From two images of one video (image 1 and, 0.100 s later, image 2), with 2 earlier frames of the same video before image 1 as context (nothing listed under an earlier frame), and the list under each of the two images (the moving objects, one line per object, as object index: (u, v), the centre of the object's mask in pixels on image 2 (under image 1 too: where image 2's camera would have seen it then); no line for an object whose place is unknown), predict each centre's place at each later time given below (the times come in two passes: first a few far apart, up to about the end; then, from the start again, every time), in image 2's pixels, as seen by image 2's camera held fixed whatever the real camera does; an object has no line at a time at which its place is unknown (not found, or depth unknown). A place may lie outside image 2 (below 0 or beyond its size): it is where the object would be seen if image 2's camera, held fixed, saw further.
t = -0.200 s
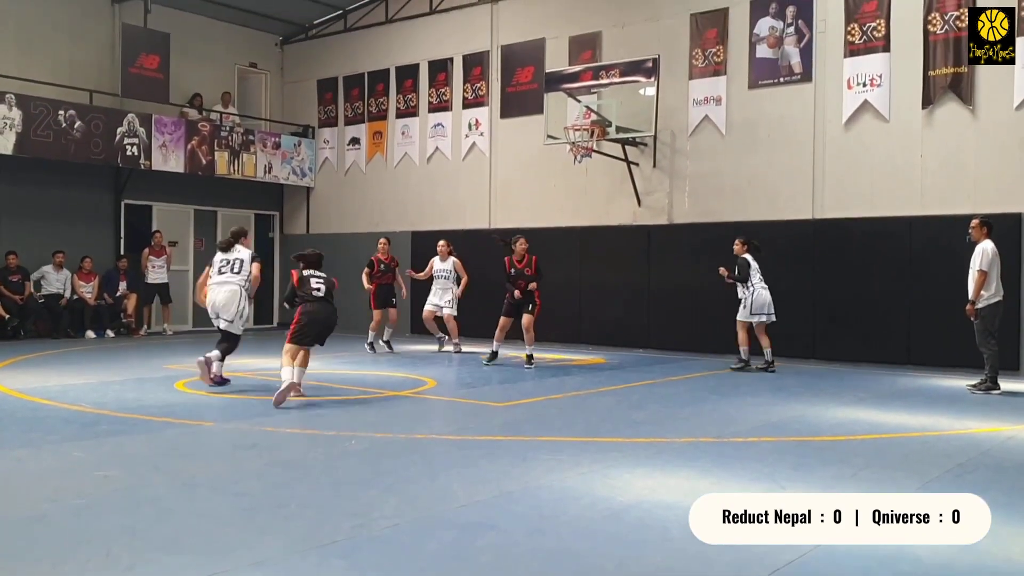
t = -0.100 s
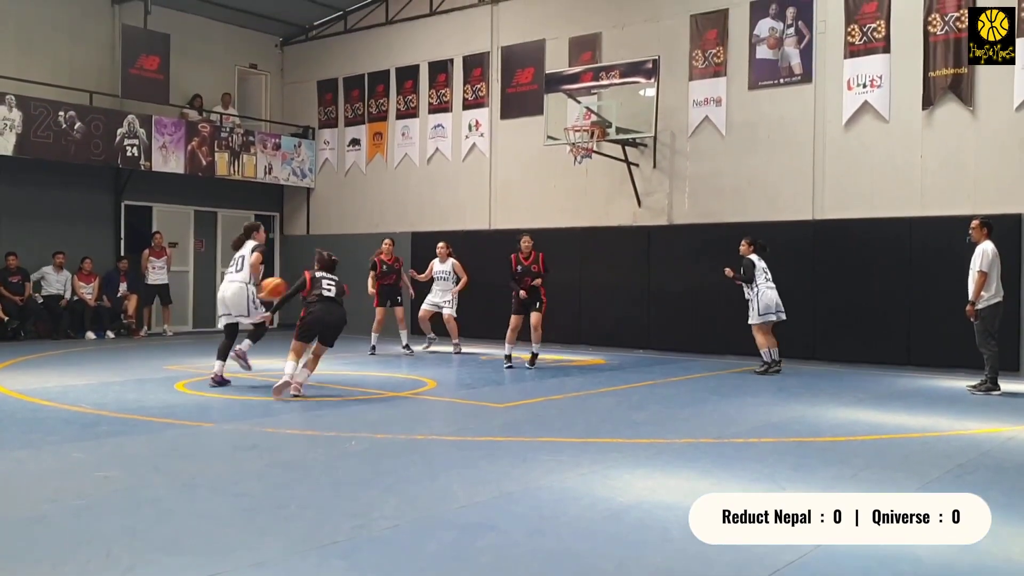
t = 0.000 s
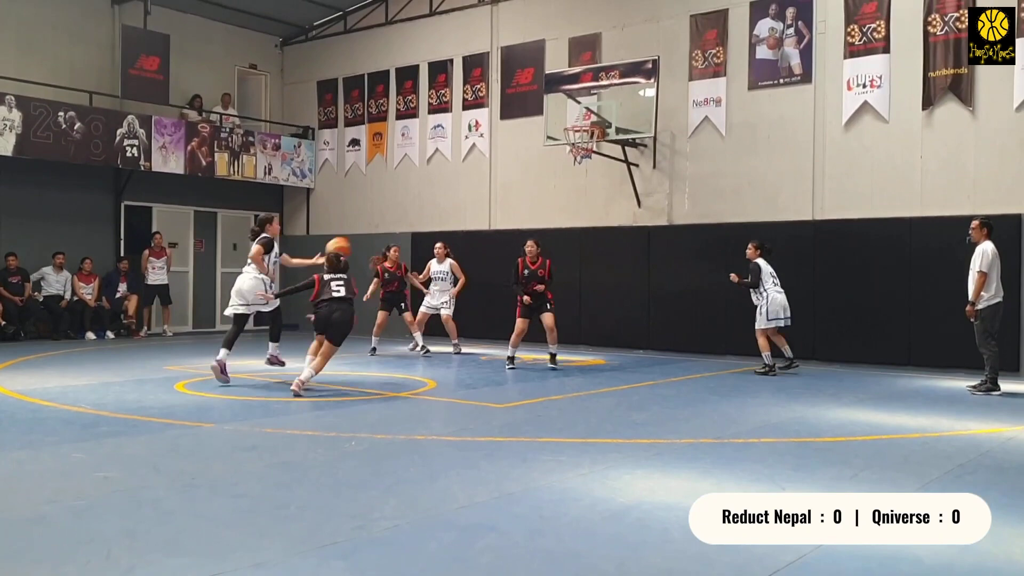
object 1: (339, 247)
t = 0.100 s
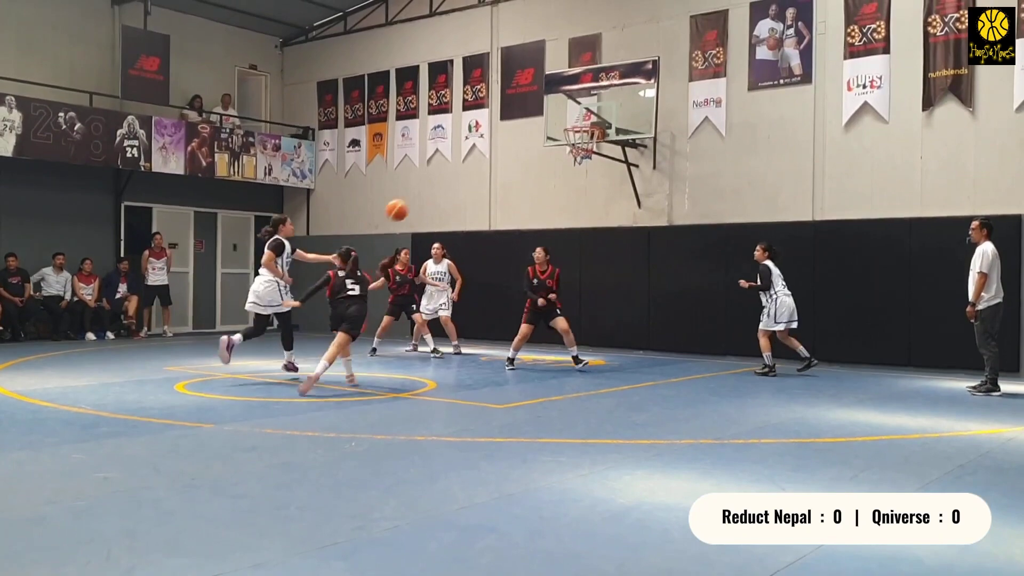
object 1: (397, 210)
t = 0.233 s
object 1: (470, 173)
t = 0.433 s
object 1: (572, 151)
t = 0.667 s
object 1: (682, 166)
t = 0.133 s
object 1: (416, 199)
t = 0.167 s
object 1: (434, 190)
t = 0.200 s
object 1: (452, 181)
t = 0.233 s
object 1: (470, 173)
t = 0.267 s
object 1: (488, 167)
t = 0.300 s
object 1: (505, 162)
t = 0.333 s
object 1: (523, 157)
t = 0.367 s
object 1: (540, 154)
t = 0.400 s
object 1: (556, 152)
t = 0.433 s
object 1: (572, 151)
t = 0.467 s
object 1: (589, 150)
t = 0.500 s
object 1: (605, 150)
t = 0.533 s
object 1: (621, 152)
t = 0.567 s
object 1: (637, 154)
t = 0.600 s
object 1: (652, 158)
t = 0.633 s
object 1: (667, 161)
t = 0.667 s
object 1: (682, 166)
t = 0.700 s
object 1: (698, 172)
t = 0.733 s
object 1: (712, 179)
